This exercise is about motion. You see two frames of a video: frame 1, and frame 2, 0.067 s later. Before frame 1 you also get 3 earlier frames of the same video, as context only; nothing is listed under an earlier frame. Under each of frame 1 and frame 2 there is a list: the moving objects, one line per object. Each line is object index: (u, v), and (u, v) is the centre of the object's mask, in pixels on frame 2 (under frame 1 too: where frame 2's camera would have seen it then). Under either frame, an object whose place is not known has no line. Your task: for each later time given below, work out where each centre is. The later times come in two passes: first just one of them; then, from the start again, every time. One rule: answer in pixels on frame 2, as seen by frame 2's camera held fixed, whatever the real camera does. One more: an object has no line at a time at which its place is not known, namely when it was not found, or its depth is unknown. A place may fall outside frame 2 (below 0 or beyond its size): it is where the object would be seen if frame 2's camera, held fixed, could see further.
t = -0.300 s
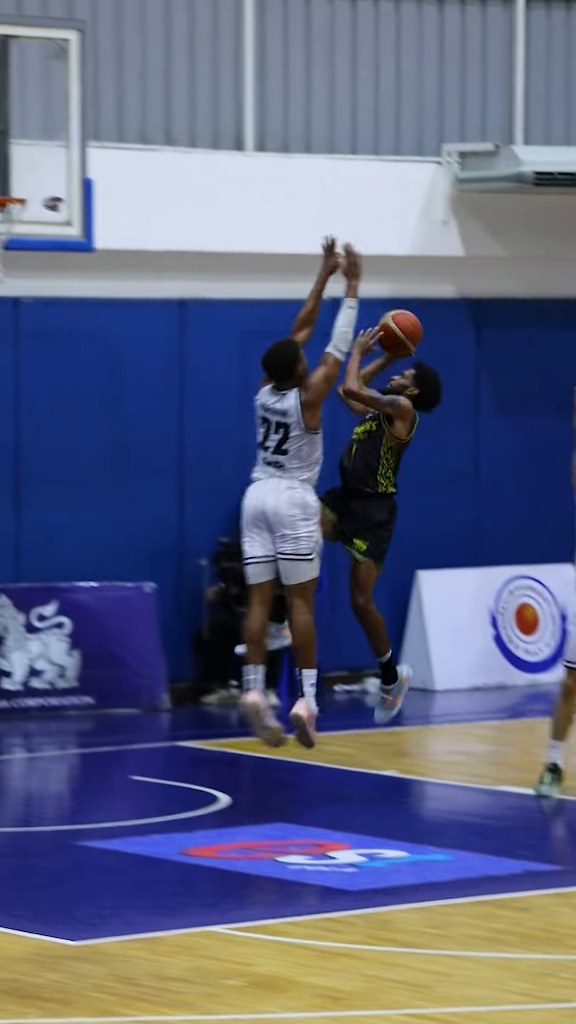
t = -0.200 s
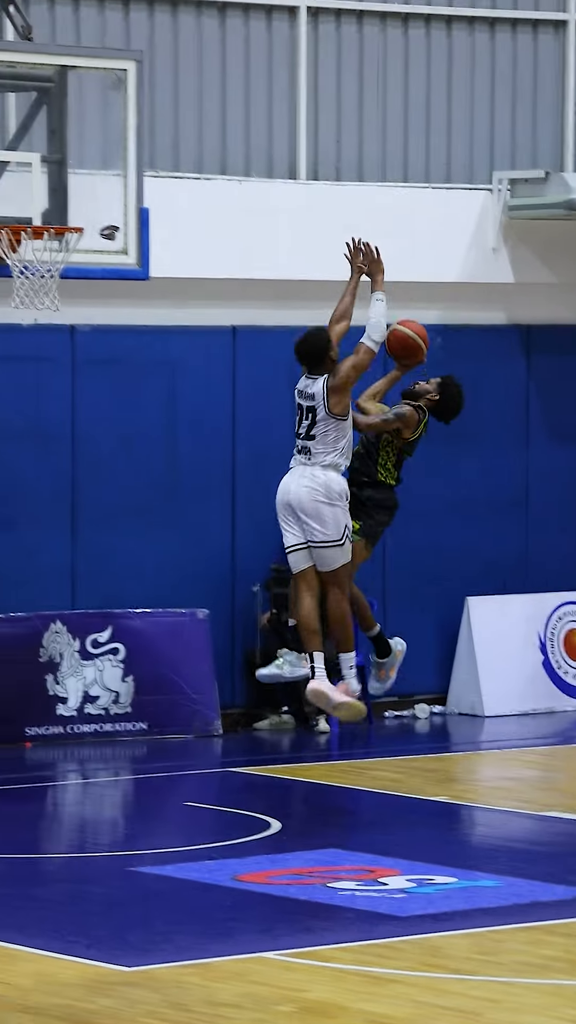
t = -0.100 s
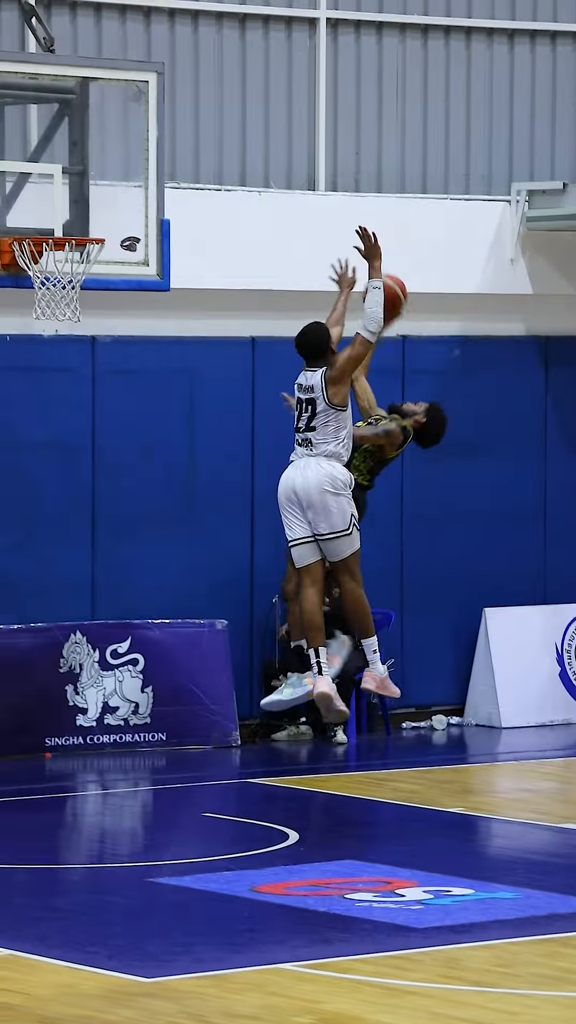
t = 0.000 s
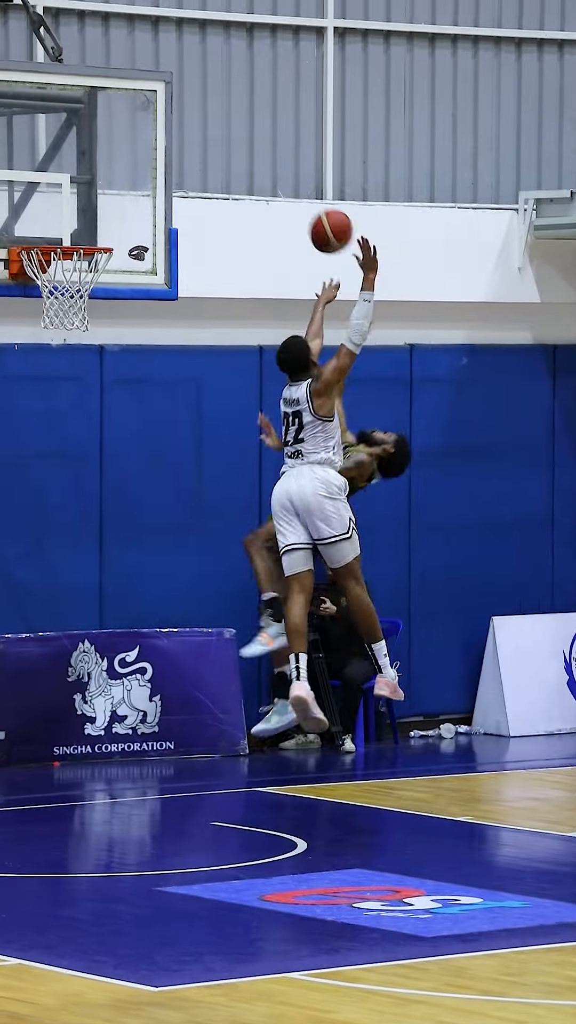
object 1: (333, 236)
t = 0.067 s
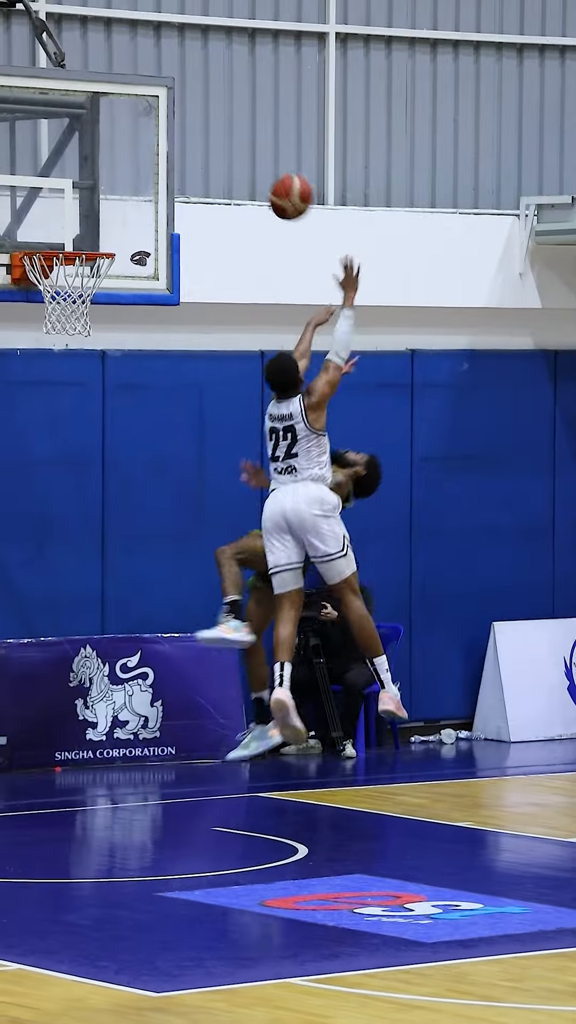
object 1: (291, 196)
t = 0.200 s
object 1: (205, 142)
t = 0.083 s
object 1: (280, 188)
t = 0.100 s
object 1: (269, 181)
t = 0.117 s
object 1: (259, 173)
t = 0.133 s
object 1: (248, 166)
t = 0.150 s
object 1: (237, 159)
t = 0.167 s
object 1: (227, 153)
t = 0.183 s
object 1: (216, 147)
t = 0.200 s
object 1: (205, 142)
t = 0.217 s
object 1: (194, 138)
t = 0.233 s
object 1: (184, 134)
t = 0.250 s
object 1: (172, 130)
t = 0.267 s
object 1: (162, 127)
